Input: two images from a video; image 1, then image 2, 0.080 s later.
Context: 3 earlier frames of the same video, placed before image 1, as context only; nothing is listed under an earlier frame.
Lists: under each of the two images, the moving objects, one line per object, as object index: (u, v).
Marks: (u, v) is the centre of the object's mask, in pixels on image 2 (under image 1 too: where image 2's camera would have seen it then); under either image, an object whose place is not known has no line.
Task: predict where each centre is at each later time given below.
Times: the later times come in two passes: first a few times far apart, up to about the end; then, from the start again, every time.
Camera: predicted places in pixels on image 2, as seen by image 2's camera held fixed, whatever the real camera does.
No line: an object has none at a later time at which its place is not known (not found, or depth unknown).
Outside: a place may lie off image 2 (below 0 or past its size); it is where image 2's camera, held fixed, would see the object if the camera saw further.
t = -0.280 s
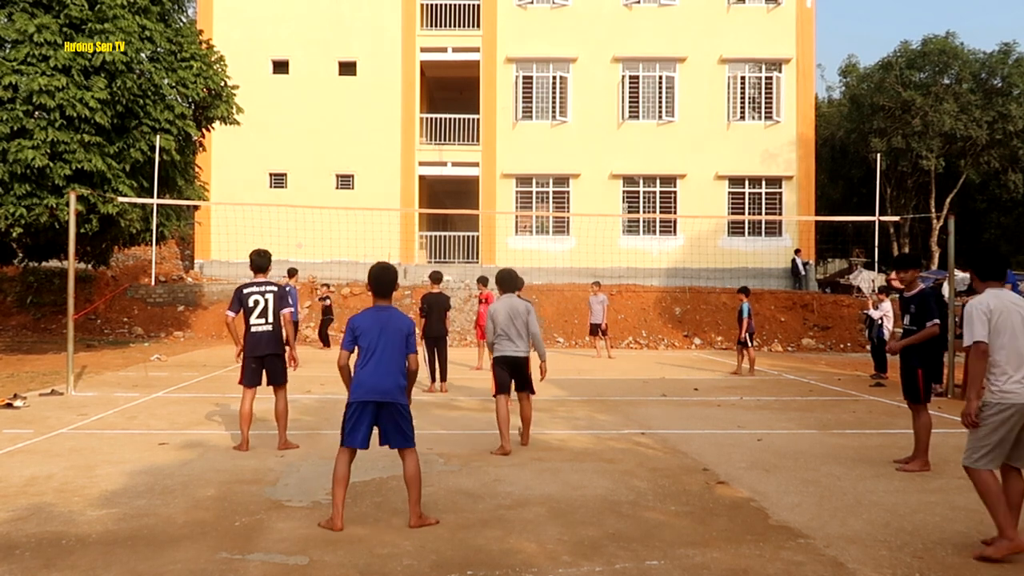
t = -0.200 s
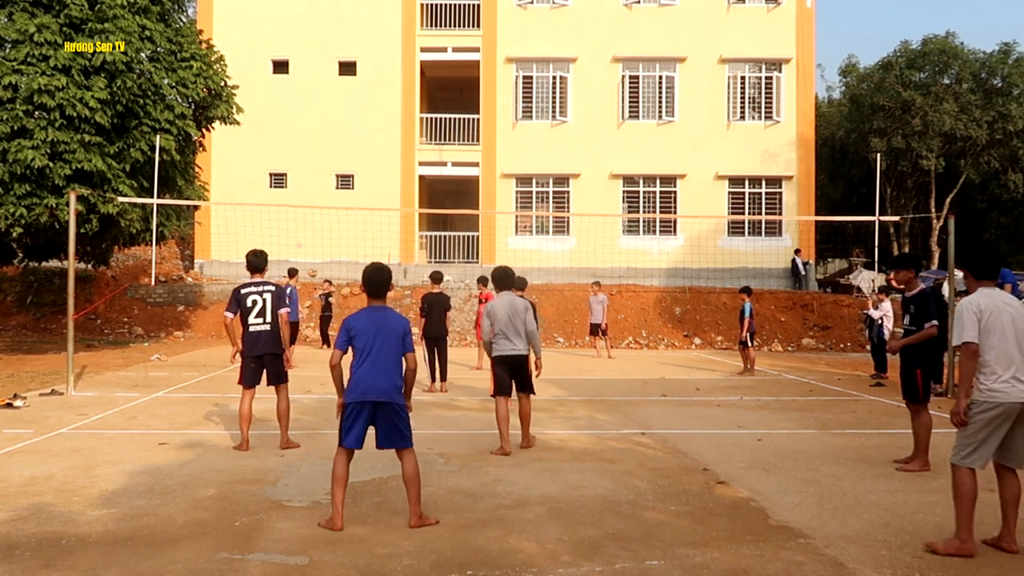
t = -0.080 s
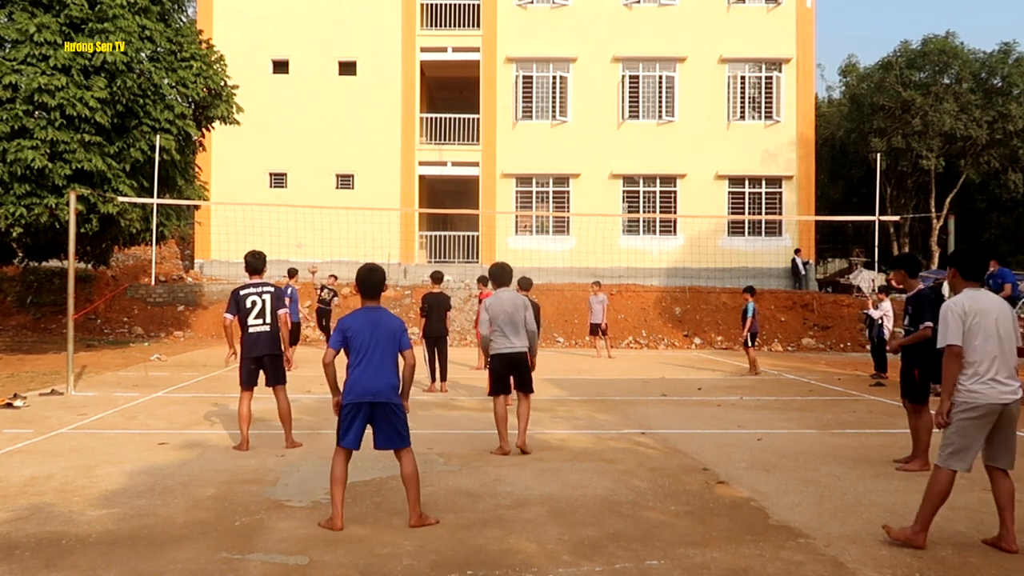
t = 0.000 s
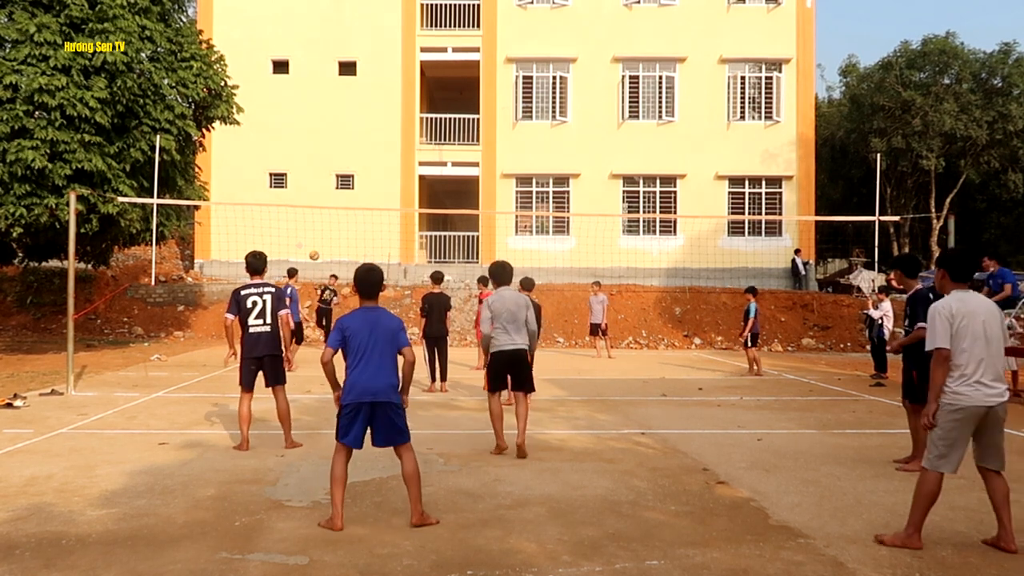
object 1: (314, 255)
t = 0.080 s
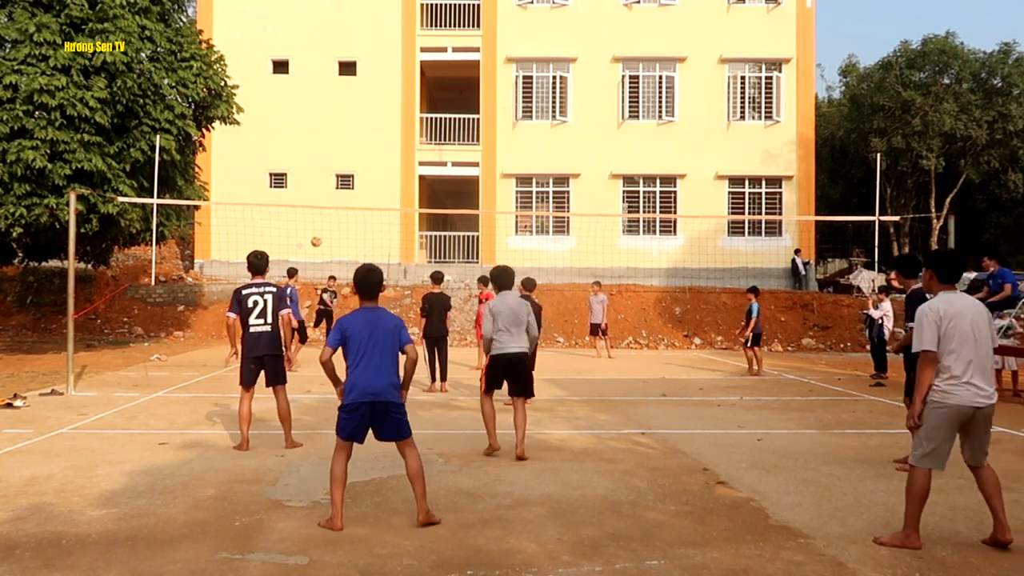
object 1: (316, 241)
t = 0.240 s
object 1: (321, 216)
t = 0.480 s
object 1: (336, 192)
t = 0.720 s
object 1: (363, 196)
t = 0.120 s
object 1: (317, 235)
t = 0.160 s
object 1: (318, 228)
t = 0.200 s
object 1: (320, 222)
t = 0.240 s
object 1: (321, 216)
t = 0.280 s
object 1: (323, 212)
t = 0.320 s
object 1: (325, 206)
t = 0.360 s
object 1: (327, 201)
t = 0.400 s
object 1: (330, 198)
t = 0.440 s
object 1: (333, 195)
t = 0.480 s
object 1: (336, 192)
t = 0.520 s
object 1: (340, 190)
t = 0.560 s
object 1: (344, 189)
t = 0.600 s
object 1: (348, 189)
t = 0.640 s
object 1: (353, 190)
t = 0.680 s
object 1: (358, 193)
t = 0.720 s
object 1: (363, 196)
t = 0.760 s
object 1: (369, 202)
